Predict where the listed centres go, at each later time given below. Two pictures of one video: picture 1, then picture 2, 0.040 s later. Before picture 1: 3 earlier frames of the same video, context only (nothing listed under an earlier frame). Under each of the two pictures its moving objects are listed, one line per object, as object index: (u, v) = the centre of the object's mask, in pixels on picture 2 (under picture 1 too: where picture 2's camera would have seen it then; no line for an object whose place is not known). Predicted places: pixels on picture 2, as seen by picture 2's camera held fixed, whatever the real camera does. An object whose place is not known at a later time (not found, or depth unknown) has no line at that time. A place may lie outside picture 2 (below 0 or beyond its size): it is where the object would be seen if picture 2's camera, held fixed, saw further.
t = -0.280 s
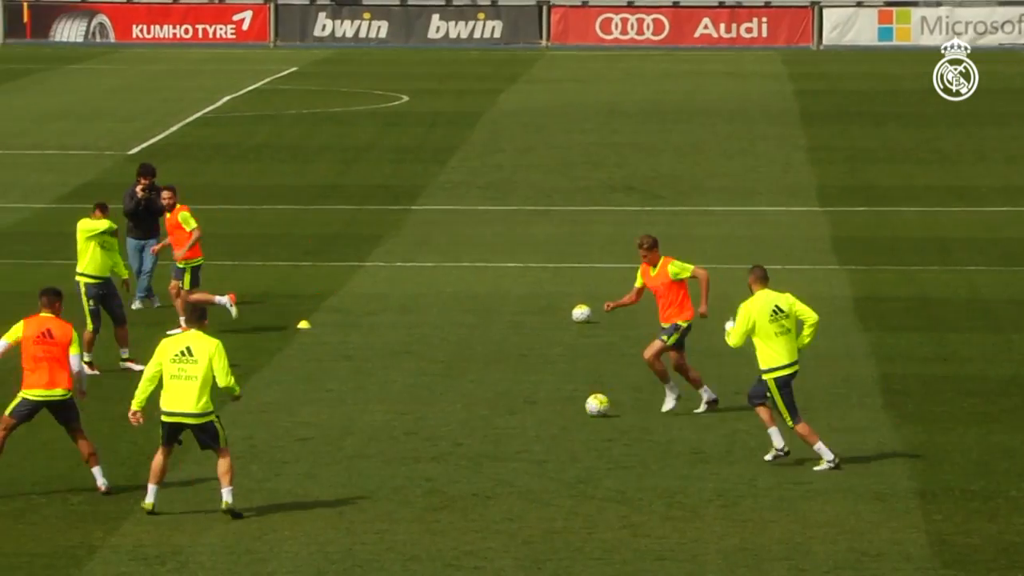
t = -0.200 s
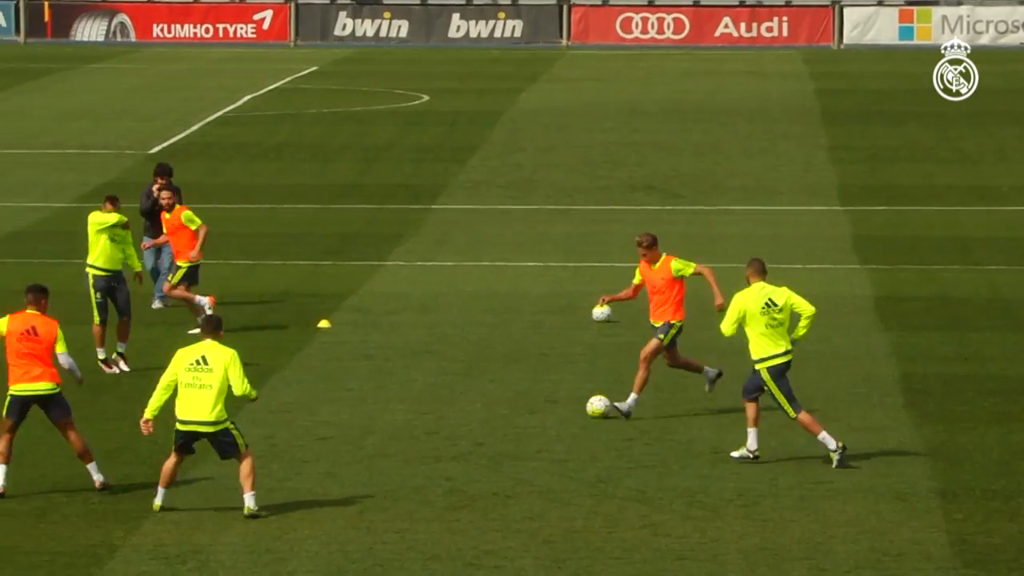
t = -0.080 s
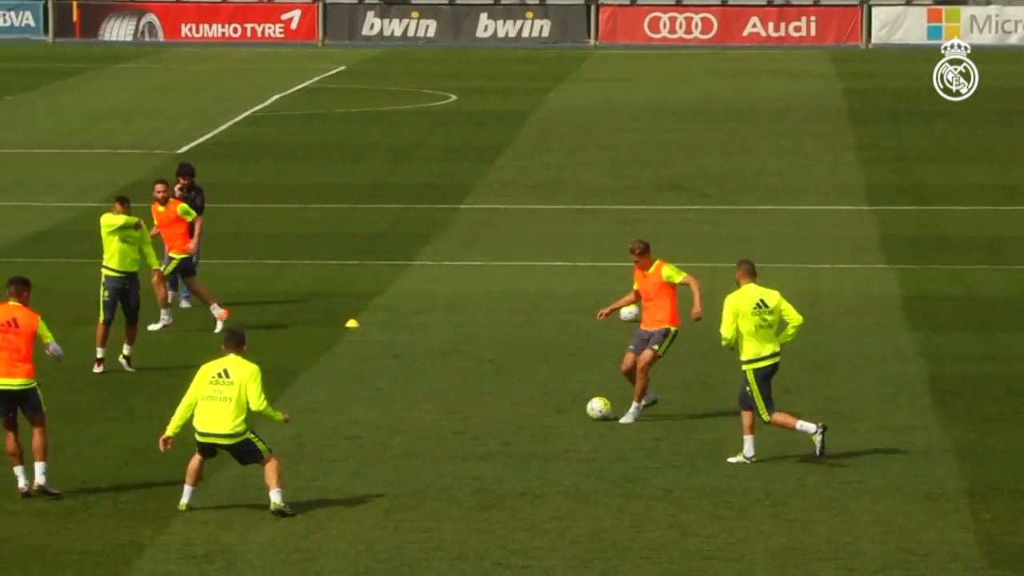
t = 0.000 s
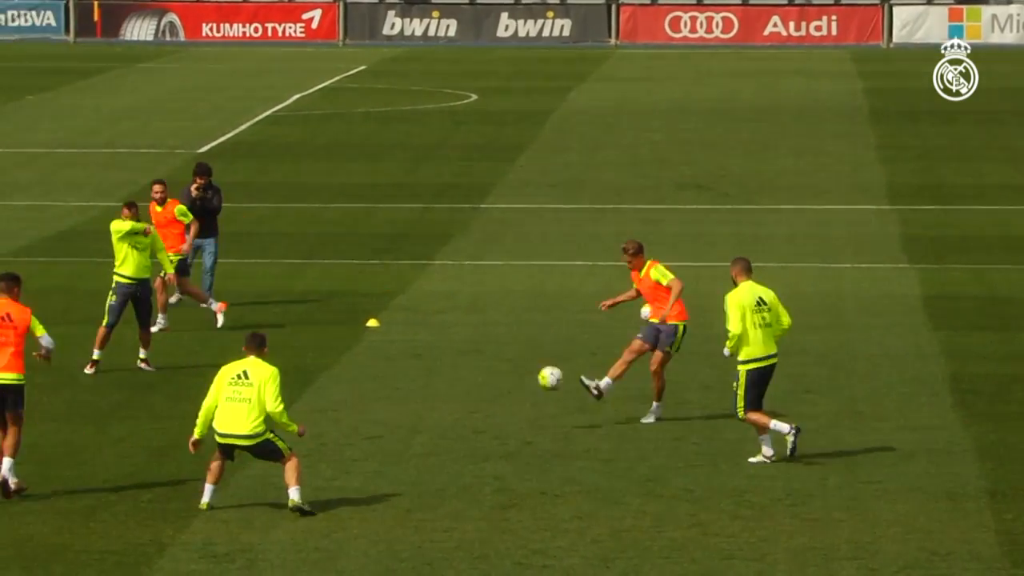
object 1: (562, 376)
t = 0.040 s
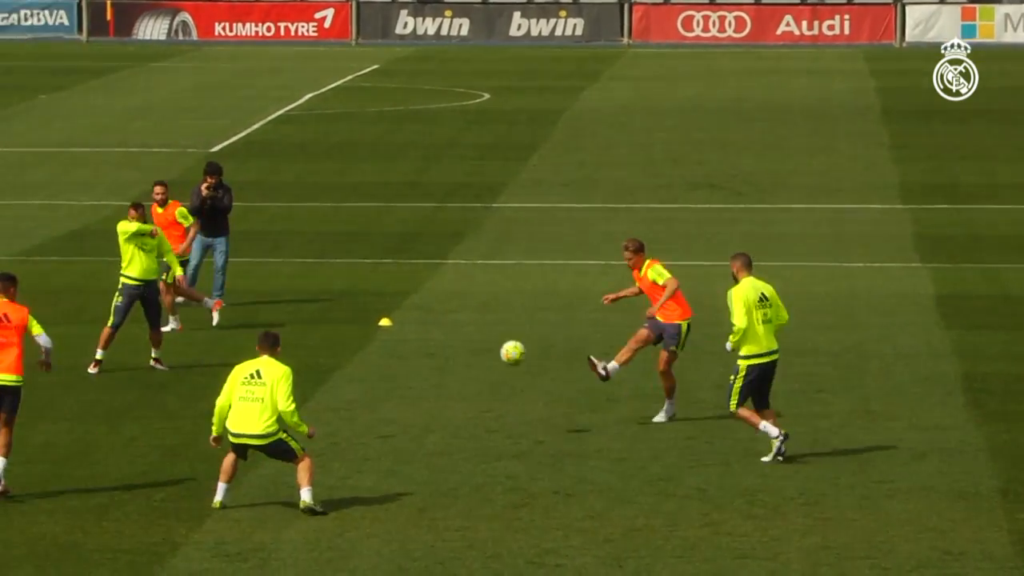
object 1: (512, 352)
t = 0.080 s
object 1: (463, 329)
